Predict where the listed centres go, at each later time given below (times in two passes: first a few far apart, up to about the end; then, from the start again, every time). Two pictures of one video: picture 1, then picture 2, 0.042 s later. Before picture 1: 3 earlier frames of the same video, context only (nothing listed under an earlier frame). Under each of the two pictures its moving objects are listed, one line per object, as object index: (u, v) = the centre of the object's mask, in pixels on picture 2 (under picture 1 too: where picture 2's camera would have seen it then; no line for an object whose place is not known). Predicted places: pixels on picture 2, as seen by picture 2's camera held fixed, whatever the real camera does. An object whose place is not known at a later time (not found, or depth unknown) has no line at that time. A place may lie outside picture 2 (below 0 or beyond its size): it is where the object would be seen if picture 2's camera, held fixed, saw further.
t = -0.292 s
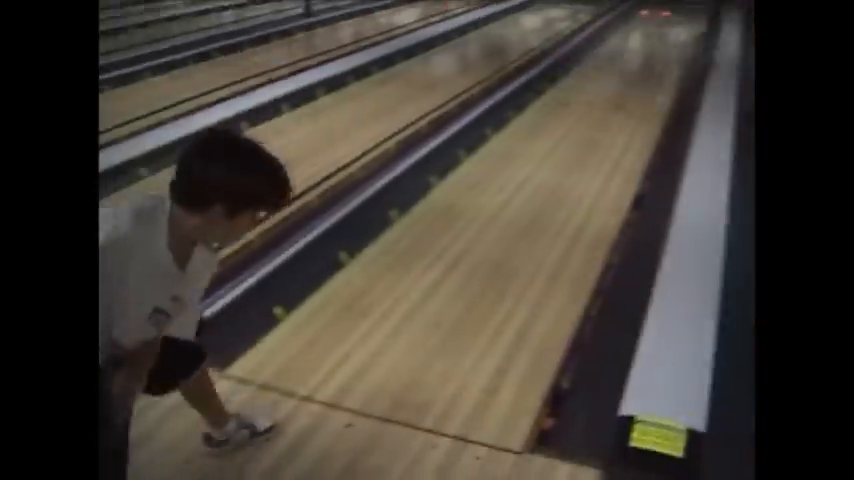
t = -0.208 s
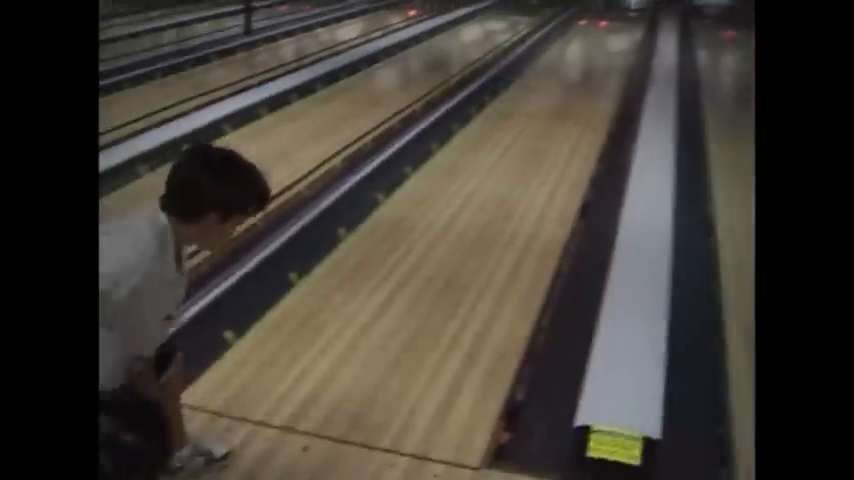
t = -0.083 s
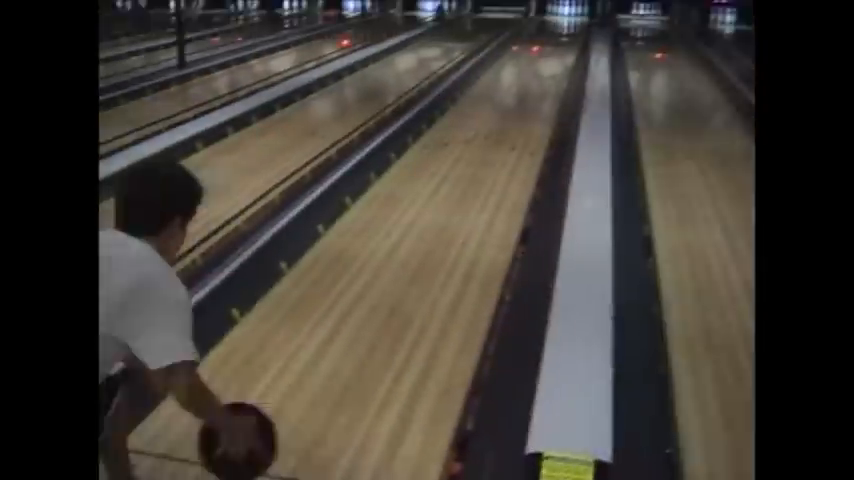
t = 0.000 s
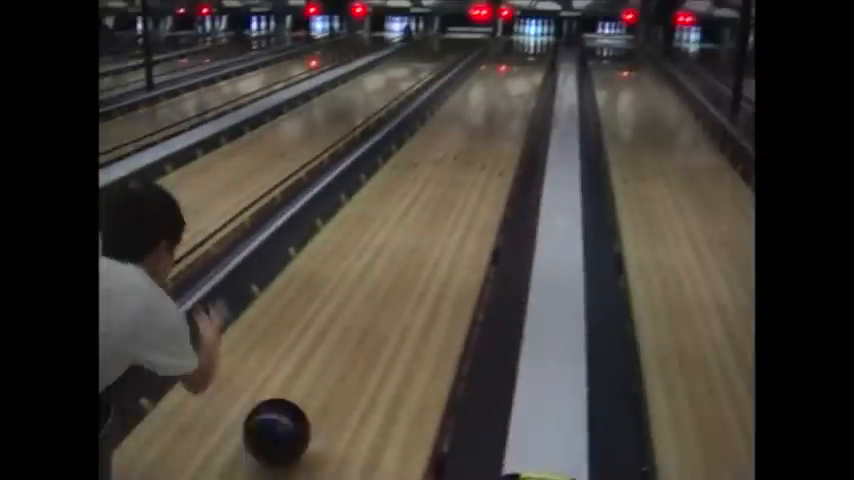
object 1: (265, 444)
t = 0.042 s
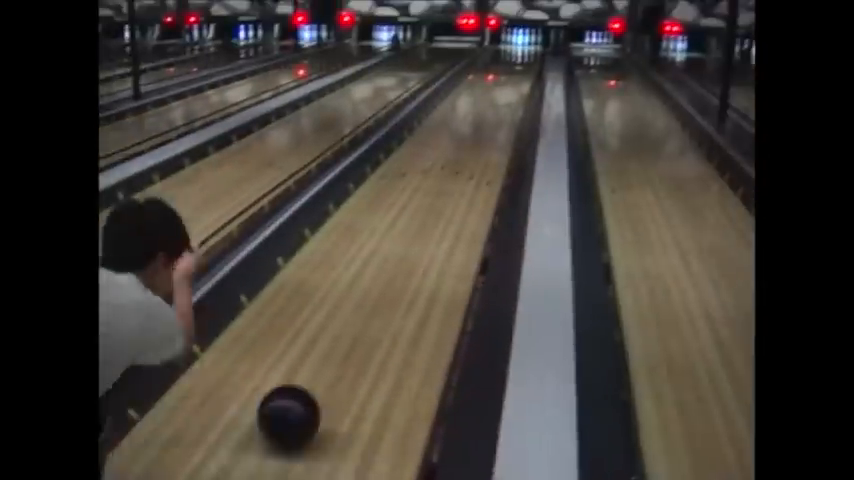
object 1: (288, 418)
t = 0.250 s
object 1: (367, 305)
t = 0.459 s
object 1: (412, 238)
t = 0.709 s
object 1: (445, 187)
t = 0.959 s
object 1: (466, 154)
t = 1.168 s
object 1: (477, 134)
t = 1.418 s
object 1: (486, 115)
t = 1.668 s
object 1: (492, 100)
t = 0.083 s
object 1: (308, 390)
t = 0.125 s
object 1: (326, 365)
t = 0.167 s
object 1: (342, 343)
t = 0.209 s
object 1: (355, 323)
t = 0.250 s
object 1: (367, 305)
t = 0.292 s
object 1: (378, 289)
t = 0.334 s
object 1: (388, 274)
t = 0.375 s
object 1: (397, 261)
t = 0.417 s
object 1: (405, 249)
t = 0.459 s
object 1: (412, 238)
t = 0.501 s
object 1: (419, 227)
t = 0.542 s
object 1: (425, 218)
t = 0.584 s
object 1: (431, 209)
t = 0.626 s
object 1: (436, 201)
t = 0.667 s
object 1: (441, 194)
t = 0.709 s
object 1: (445, 187)
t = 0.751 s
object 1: (449, 181)
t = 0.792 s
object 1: (453, 175)
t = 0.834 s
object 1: (457, 169)
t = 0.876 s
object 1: (460, 164)
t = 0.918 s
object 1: (463, 159)
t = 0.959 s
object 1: (466, 154)
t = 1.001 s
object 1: (468, 150)
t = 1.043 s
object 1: (471, 146)
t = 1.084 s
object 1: (473, 142)
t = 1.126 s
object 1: (475, 138)
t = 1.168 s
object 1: (477, 134)
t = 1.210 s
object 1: (479, 131)
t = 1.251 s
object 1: (481, 127)
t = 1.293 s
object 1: (483, 124)
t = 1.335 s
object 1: (484, 121)
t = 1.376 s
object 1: (485, 118)
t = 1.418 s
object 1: (486, 115)
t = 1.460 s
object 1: (488, 113)
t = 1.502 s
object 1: (488, 110)
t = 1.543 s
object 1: (489, 108)
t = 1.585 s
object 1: (490, 105)
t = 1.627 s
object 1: (491, 103)
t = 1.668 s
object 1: (492, 100)
